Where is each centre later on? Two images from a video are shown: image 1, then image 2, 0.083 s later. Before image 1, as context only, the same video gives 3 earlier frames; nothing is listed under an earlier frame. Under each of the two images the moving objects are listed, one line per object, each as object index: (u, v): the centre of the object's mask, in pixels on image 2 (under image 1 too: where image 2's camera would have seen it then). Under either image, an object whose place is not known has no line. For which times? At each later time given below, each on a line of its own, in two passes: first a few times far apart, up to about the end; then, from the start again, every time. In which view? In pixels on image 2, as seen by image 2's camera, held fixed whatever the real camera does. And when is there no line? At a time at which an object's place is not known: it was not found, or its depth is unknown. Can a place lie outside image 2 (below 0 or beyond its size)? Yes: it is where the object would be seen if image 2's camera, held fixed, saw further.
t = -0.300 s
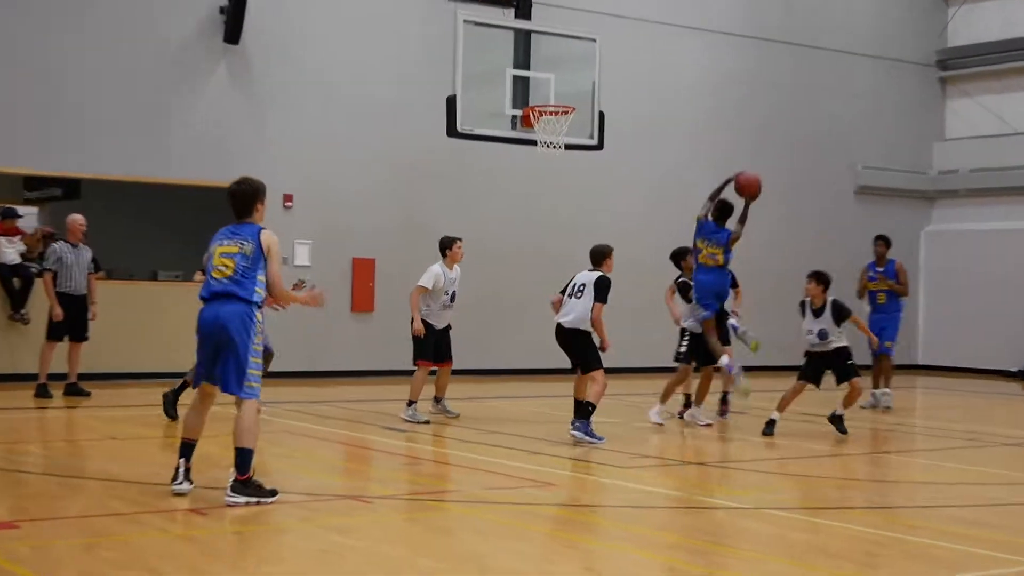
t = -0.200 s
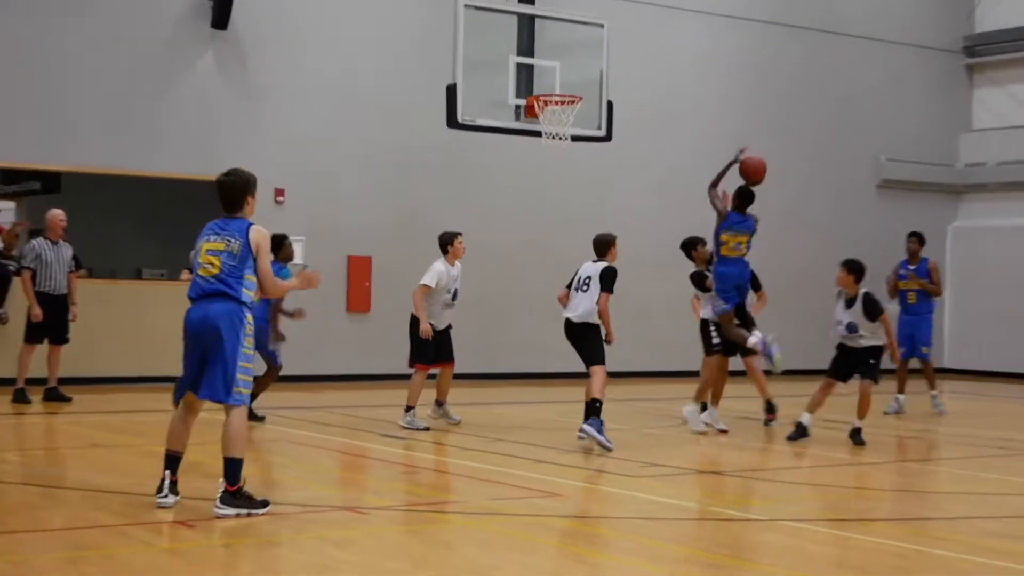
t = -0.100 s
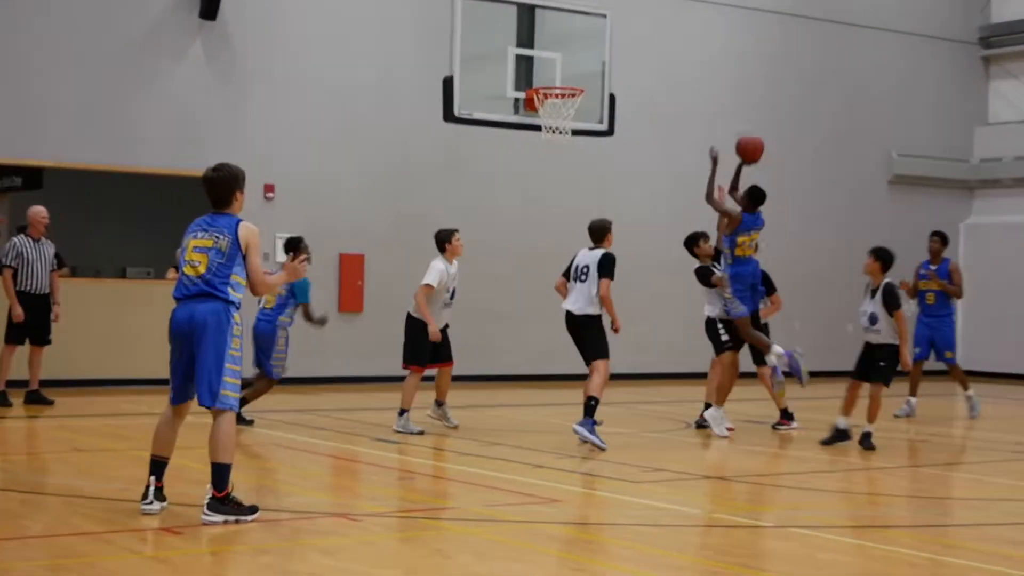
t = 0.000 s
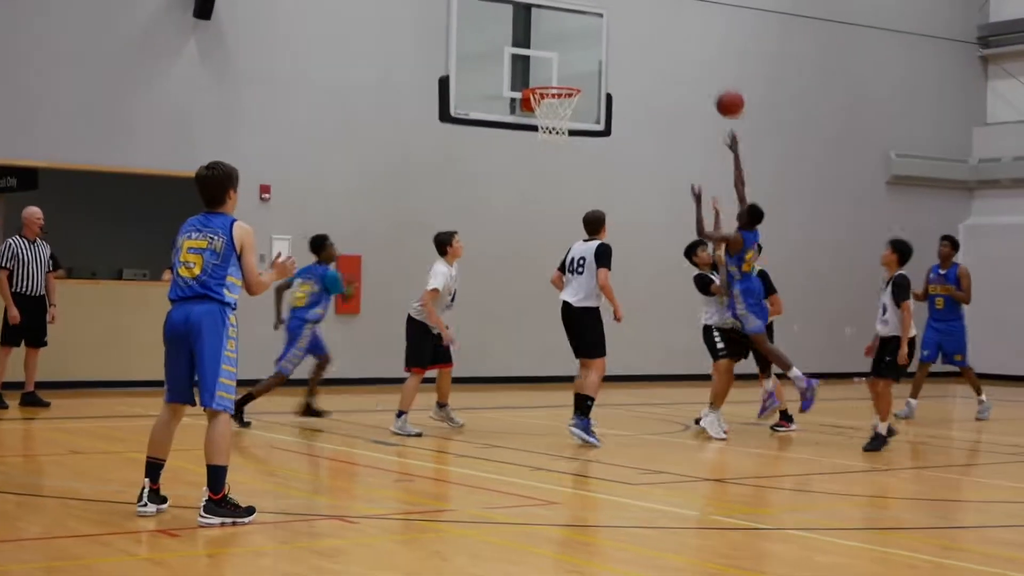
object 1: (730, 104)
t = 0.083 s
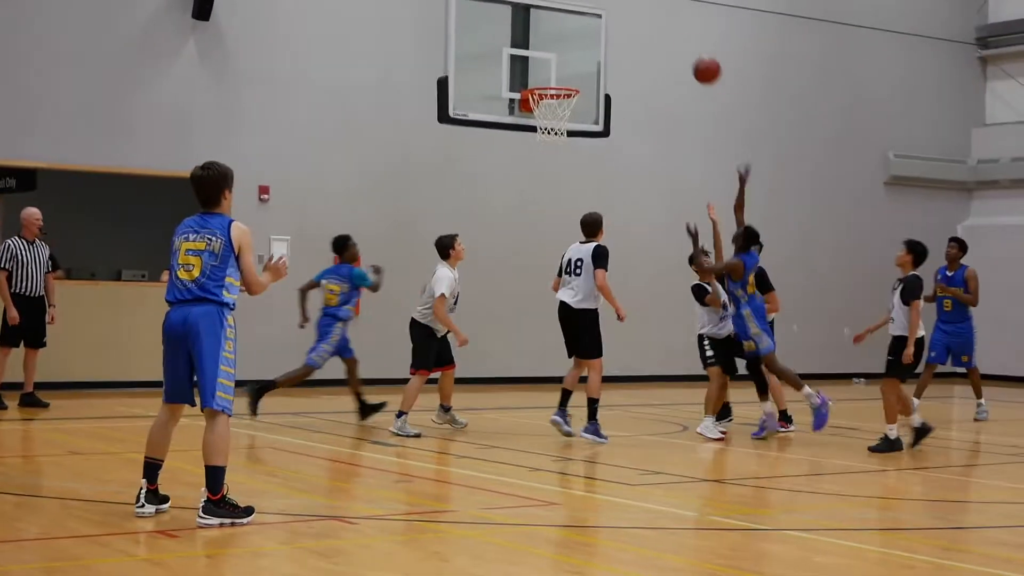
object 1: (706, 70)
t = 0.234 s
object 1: (668, 32)
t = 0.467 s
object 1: (611, 23)
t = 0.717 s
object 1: (549, 77)
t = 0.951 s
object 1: (562, 110)
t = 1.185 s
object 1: (553, 147)
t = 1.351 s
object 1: (539, 197)
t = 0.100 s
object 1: (702, 64)
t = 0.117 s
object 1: (698, 59)
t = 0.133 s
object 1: (693, 54)
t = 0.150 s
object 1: (689, 49)
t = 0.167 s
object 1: (685, 46)
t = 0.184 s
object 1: (681, 42)
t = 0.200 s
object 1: (676, 38)
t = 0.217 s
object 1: (672, 35)
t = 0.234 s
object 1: (668, 32)
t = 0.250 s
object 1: (664, 30)
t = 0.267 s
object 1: (660, 27)
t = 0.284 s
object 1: (656, 25)
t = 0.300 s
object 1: (652, 23)
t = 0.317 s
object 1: (648, 22)
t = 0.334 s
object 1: (644, 21)
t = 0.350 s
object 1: (640, 20)
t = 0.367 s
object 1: (636, 19)
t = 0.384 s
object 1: (632, 19)
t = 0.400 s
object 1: (628, 20)
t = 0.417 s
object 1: (624, 20)
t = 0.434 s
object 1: (620, 21)
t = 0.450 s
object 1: (615, 22)
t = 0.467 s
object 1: (611, 23)
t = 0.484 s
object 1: (607, 24)
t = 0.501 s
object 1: (604, 27)
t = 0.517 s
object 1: (599, 30)
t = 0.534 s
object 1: (595, 31)
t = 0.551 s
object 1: (590, 35)
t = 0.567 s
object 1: (586, 38)
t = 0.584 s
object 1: (581, 41)
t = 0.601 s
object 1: (577, 45)
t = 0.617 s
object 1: (573, 49)
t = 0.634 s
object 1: (569, 53)
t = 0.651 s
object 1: (565, 57)
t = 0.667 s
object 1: (561, 62)
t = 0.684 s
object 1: (558, 67)
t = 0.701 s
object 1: (553, 72)
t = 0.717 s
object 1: (549, 77)
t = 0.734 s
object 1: (546, 80)
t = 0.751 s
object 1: (543, 82)
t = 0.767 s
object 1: (544, 83)
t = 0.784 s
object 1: (548, 91)
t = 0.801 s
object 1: (551, 96)
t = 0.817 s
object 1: (555, 100)
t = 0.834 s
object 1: (558, 102)
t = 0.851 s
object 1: (561, 102)
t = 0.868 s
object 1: (563, 104)
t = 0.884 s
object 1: (564, 105)
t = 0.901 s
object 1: (564, 106)
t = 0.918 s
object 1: (564, 107)
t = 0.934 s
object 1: (563, 107)
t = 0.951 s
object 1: (562, 110)
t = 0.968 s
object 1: (562, 111)
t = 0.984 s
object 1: (561, 113)
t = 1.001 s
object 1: (562, 115)
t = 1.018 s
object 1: (561, 116)
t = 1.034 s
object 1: (561, 119)
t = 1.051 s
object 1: (560, 122)
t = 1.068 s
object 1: (560, 124)
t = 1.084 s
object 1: (559, 127)
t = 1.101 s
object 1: (559, 130)
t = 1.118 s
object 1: (558, 132)
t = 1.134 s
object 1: (557, 136)
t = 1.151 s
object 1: (556, 143)
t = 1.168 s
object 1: (554, 144)
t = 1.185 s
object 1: (553, 147)
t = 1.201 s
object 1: (551, 150)
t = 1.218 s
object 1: (550, 153)
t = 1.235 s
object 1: (549, 158)
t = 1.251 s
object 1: (547, 162)
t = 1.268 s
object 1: (546, 168)
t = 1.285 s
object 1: (544, 173)
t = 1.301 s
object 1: (543, 179)
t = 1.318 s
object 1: (542, 185)
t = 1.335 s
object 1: (540, 191)
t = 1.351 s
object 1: (539, 197)
